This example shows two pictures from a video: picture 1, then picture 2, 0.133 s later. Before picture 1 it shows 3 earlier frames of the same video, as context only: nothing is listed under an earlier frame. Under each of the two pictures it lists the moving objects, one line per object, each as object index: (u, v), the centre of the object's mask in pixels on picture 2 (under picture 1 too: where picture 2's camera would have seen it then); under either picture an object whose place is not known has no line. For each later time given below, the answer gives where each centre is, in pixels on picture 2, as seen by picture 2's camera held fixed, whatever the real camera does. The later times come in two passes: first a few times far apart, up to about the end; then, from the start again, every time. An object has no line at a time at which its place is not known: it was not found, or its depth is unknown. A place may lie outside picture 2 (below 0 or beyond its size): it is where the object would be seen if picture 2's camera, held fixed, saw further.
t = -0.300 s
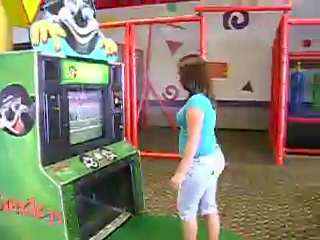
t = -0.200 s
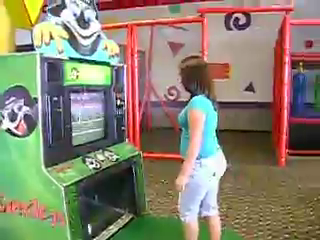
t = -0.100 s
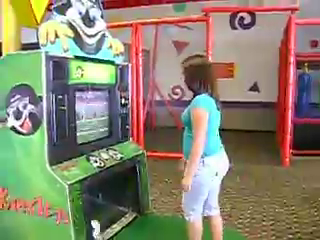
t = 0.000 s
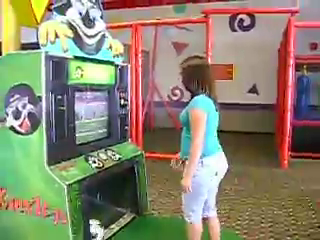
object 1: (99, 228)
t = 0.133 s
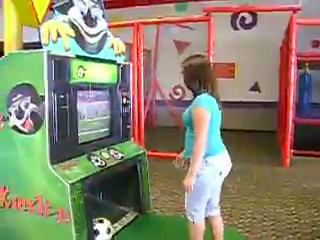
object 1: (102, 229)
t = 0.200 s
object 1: (103, 229)
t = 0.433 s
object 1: (107, 227)
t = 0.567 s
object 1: (108, 225)
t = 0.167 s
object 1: (103, 229)
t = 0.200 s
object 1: (103, 229)
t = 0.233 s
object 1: (104, 229)
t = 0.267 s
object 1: (105, 229)
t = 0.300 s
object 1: (106, 229)
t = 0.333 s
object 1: (106, 228)
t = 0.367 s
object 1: (106, 228)
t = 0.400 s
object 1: (107, 227)
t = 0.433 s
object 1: (107, 227)
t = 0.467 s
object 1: (107, 227)
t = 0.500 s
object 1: (107, 226)
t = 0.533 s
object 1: (108, 226)
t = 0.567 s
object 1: (108, 225)
